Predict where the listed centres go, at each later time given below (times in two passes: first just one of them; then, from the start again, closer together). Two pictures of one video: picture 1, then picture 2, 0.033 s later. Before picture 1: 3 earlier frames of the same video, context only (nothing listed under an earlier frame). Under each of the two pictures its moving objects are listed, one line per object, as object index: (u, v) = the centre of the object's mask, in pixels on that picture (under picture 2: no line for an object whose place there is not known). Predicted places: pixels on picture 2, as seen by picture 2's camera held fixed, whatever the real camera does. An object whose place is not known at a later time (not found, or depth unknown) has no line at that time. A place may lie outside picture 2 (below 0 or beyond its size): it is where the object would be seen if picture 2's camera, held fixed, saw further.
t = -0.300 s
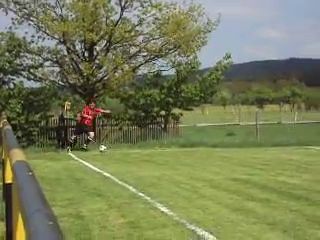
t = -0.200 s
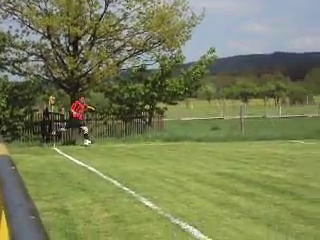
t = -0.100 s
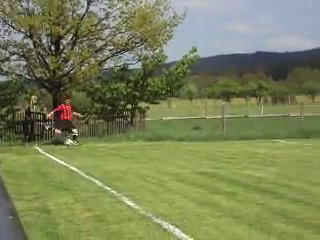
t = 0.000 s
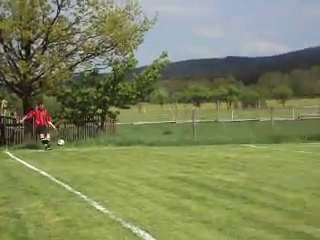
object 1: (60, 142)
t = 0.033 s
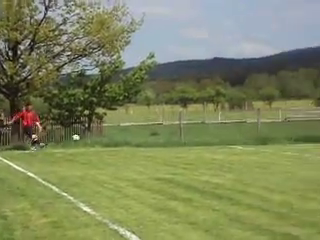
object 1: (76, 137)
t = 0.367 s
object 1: (337, 91)
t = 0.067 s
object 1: (103, 132)
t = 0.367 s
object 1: (337, 91)
